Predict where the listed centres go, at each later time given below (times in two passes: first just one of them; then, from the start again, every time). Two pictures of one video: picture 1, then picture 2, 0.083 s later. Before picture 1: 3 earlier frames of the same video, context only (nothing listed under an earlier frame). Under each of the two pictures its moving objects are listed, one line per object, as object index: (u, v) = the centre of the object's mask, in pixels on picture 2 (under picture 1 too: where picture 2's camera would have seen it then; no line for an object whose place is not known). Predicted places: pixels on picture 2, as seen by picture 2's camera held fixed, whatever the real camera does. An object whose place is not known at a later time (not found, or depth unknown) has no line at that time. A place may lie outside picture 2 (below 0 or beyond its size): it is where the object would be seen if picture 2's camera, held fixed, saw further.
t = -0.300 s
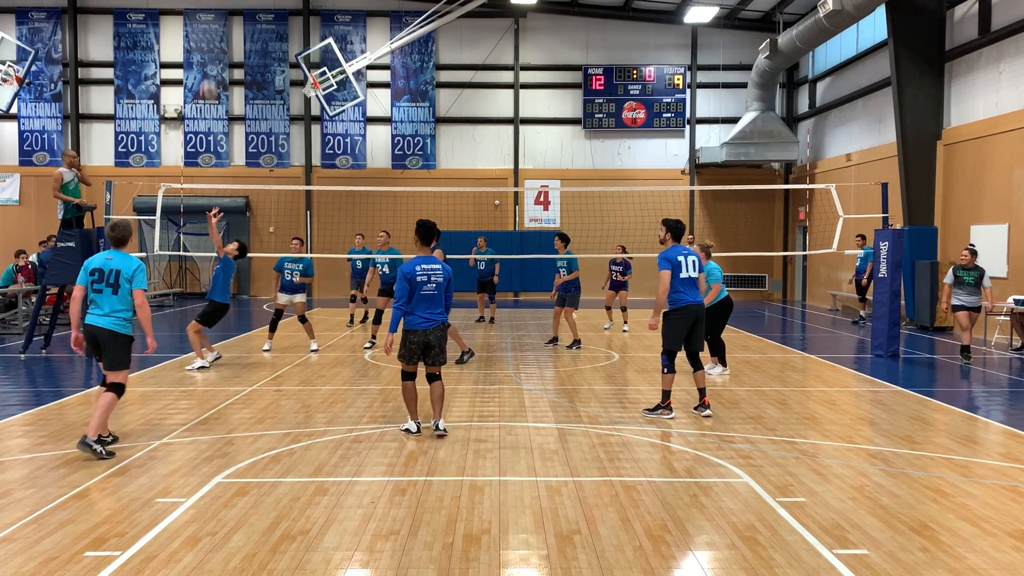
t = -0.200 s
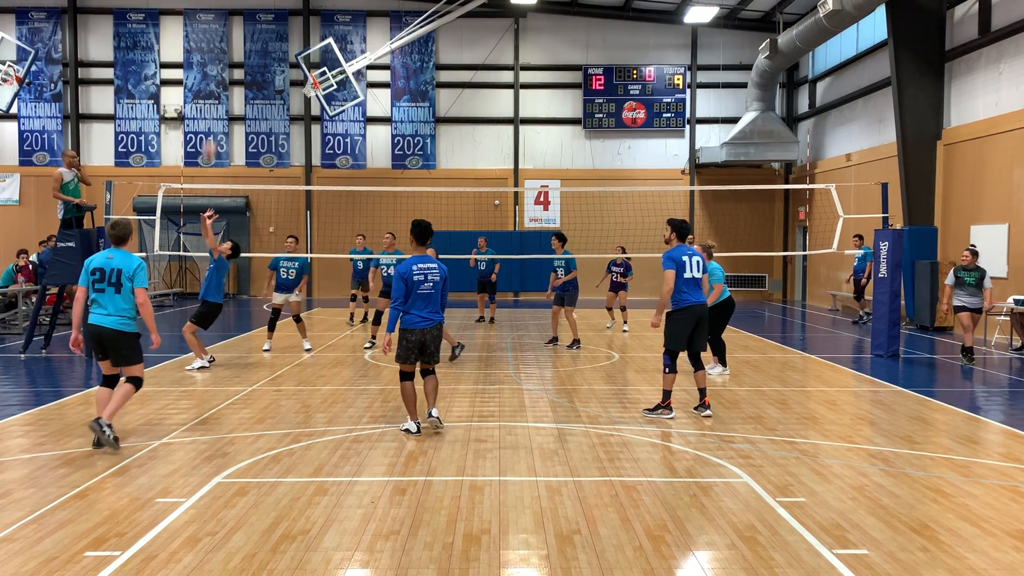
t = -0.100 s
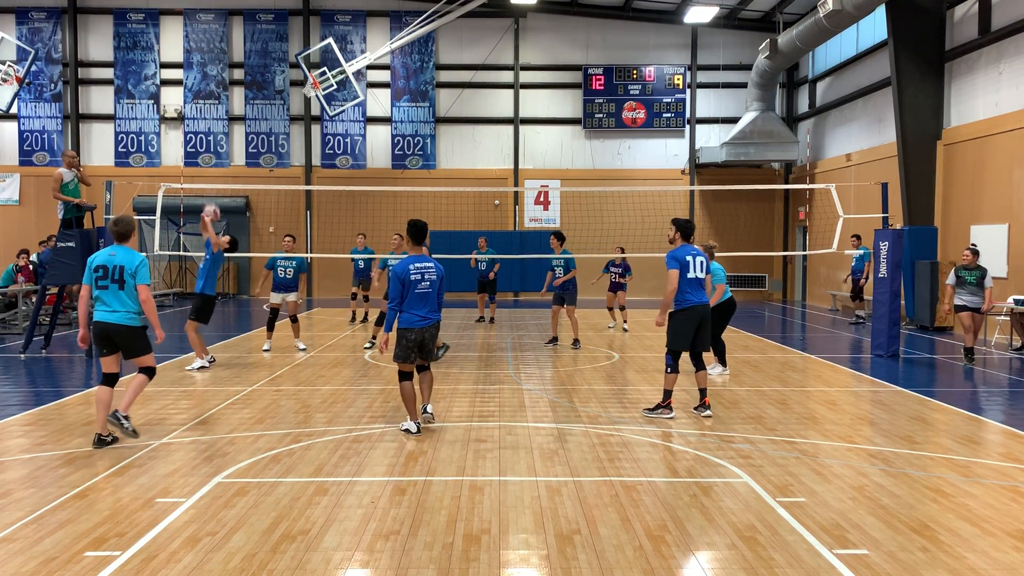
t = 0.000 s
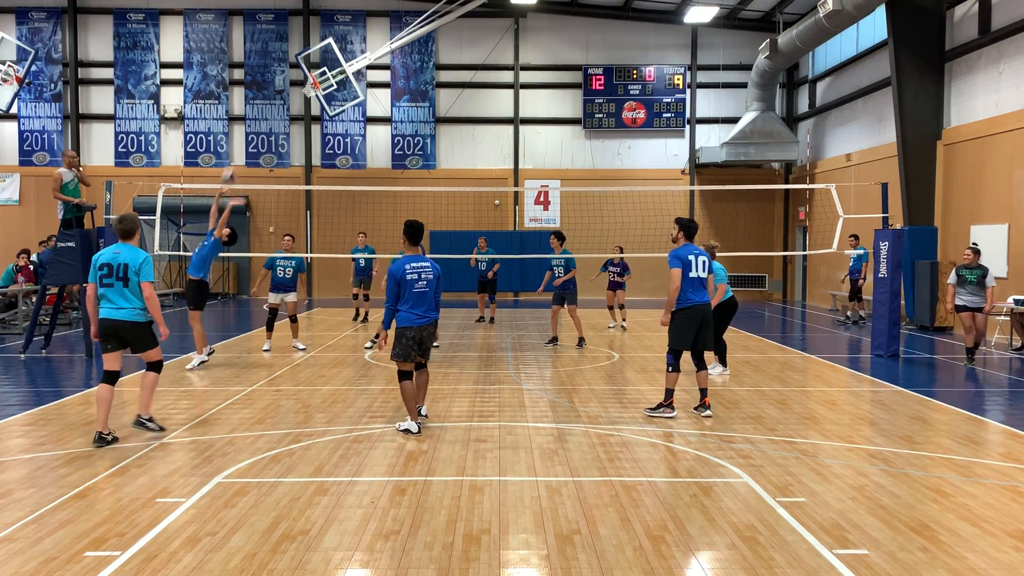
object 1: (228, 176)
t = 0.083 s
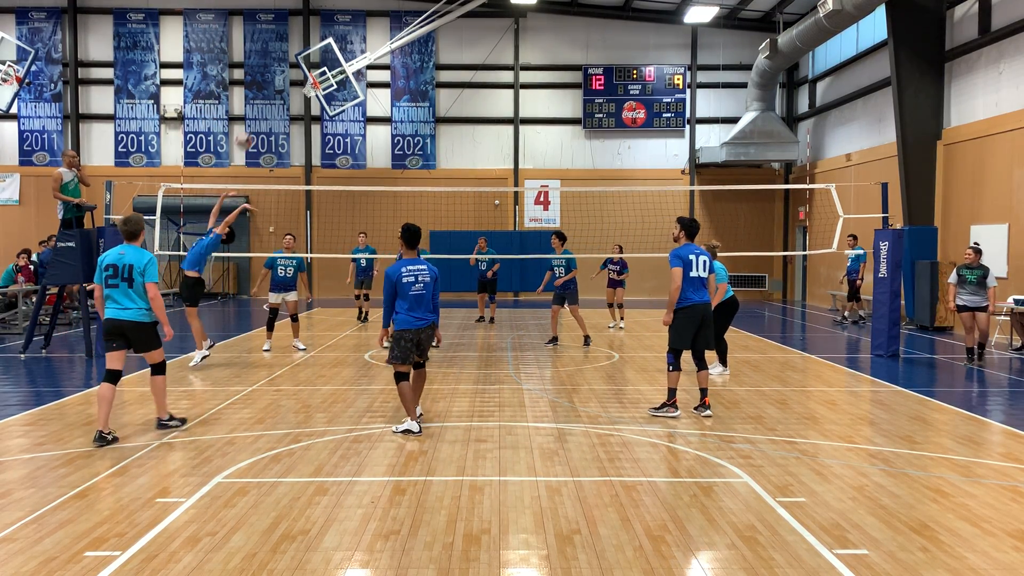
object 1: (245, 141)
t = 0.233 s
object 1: (272, 91)
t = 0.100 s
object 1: (247, 135)
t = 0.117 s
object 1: (250, 128)
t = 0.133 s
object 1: (252, 123)
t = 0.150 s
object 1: (255, 116)
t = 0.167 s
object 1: (259, 111)
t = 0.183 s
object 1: (262, 106)
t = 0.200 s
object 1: (265, 101)
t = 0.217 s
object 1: (268, 96)
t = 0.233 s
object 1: (272, 91)
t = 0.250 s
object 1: (275, 87)
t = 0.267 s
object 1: (277, 85)
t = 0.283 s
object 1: (281, 81)
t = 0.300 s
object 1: (284, 77)
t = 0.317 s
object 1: (286, 73)
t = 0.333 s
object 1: (290, 69)
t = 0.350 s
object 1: (292, 66)
